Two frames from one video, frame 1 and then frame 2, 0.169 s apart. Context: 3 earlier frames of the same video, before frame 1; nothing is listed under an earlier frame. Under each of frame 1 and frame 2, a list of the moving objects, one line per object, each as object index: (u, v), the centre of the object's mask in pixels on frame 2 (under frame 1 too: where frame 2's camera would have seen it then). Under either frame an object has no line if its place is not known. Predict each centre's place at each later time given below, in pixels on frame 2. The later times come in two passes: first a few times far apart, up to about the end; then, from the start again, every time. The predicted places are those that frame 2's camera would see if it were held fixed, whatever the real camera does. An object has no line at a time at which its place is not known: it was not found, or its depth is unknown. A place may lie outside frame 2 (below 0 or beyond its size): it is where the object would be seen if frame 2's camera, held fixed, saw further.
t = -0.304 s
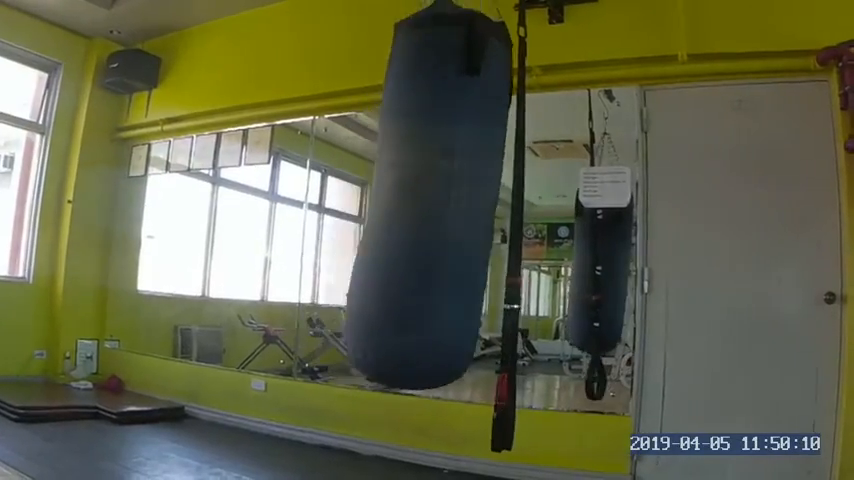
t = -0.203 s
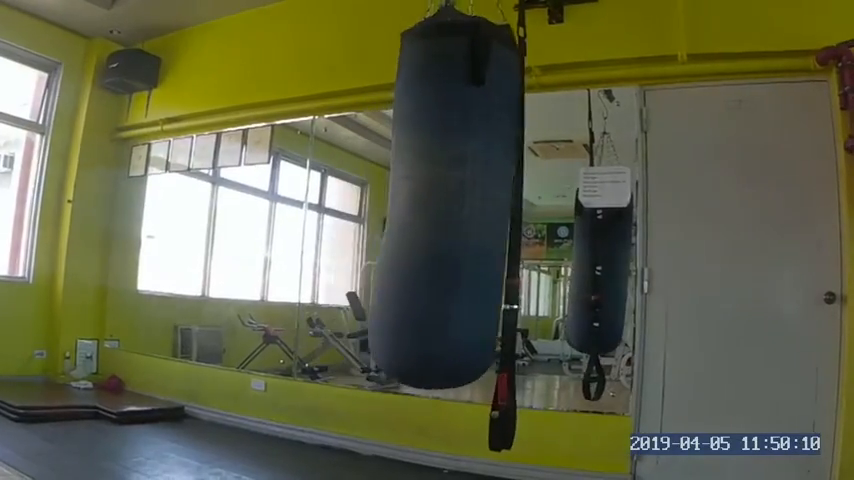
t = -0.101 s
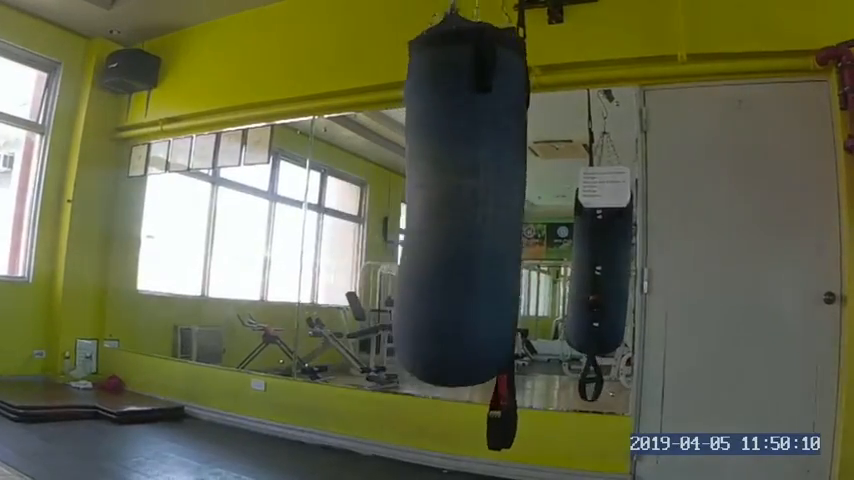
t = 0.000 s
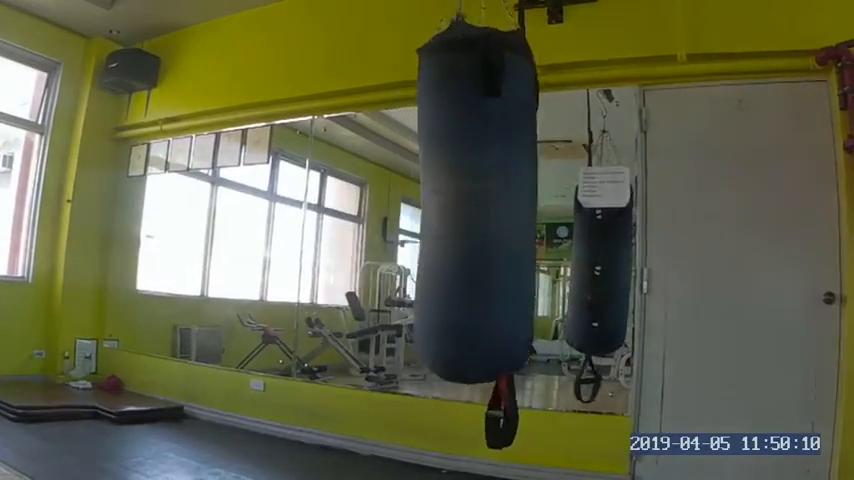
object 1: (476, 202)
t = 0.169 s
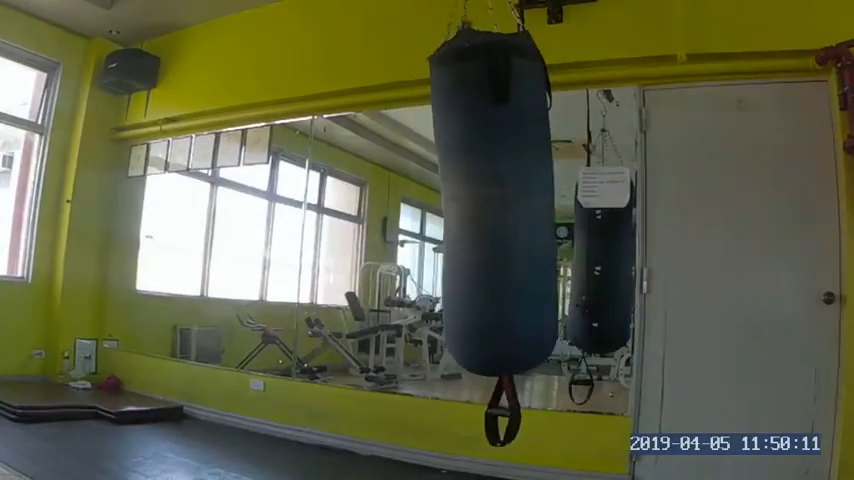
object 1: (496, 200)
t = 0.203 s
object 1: (499, 200)
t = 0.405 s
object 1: (509, 199)
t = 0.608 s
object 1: (507, 200)
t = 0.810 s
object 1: (492, 202)
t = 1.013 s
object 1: (465, 203)
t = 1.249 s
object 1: (425, 196)
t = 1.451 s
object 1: (397, 191)
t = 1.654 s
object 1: (387, 189)
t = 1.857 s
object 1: (399, 192)
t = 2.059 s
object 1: (427, 198)
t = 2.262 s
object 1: (460, 202)
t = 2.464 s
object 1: (489, 202)
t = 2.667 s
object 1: (505, 199)
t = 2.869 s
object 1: (508, 198)
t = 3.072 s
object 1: (500, 200)
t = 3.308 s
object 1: (475, 203)
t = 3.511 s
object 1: (444, 201)
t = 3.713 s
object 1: (413, 195)
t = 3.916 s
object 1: (391, 191)
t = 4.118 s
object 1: (391, 190)
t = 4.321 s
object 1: (410, 195)
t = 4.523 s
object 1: (444, 199)
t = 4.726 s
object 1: (474, 202)
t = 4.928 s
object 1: (497, 202)
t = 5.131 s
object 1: (505, 199)
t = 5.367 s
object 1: (502, 198)
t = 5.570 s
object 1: (486, 202)
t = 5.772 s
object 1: (462, 202)
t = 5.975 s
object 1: (433, 200)
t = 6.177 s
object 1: (408, 194)
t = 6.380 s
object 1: (395, 191)
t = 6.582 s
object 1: (402, 192)
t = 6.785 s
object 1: (426, 196)
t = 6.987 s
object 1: (457, 199)
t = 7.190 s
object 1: (482, 202)
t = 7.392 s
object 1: (497, 201)
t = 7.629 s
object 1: (499, 199)
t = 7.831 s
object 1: (490, 200)
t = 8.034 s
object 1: (474, 201)
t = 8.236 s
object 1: (449, 202)
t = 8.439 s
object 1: (426, 199)
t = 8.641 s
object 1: (409, 194)
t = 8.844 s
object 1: (405, 193)
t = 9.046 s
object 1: (416, 194)
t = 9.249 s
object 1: (443, 198)
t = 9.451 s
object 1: (468, 201)
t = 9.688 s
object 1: (487, 203)
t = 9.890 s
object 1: (492, 201)
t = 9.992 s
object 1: (492, 200)
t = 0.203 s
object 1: (499, 200)
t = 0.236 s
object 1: (502, 200)
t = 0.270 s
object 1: (504, 199)
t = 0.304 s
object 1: (505, 199)
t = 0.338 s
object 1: (507, 198)
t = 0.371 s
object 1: (508, 199)
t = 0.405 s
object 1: (509, 199)
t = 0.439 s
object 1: (509, 200)
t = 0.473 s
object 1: (510, 199)
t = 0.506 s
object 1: (510, 200)
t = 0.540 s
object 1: (509, 199)
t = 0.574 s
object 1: (509, 199)
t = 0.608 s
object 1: (507, 200)
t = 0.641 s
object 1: (506, 200)
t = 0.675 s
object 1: (504, 201)
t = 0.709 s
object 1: (502, 202)
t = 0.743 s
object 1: (499, 202)
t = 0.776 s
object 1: (495, 203)
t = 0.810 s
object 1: (492, 202)
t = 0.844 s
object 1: (488, 203)
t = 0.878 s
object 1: (484, 203)
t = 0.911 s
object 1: (480, 203)
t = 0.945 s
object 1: (476, 203)
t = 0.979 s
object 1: (471, 203)
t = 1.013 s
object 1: (465, 203)
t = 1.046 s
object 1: (459, 202)
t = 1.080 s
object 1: (455, 202)
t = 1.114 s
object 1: (447, 201)
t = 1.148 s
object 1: (442, 200)
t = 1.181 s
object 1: (436, 198)
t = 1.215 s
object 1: (430, 197)
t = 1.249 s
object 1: (425, 196)
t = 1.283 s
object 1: (420, 196)
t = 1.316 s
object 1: (415, 194)
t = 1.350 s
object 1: (409, 194)
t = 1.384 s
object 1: (405, 193)
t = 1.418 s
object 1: (401, 192)
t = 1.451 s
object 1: (397, 191)
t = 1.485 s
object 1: (393, 191)
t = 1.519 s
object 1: (391, 190)
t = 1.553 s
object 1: (388, 189)
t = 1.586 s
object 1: (387, 189)
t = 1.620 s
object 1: (387, 189)
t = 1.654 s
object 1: (387, 189)
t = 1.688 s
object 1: (387, 190)
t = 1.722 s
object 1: (388, 189)
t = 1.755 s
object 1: (390, 191)
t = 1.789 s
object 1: (392, 191)
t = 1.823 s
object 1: (395, 191)
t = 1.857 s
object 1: (399, 192)
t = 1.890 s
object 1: (403, 193)
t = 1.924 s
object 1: (407, 193)
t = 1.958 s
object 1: (412, 194)
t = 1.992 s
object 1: (417, 195)
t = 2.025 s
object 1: (422, 196)
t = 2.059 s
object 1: (427, 198)
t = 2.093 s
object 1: (433, 199)
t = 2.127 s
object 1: (439, 199)
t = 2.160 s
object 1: (444, 200)
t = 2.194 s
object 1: (450, 200)
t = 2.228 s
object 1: (455, 202)
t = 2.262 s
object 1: (460, 202)
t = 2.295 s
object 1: (466, 202)
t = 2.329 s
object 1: (471, 202)
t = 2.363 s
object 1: (476, 202)
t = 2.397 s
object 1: (480, 202)
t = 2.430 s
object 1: (484, 202)
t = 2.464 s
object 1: (489, 202)
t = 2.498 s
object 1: (492, 202)
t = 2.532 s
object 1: (496, 201)
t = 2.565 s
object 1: (498, 200)
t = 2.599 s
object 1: (501, 200)
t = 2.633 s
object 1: (504, 199)
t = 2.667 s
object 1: (505, 199)
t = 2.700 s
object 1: (507, 198)
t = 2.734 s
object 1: (507, 199)
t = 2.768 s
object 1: (509, 198)
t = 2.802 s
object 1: (509, 199)
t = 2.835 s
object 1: (509, 199)
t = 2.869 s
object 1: (508, 198)
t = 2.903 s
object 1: (508, 198)
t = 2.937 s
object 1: (508, 198)
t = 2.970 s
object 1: (506, 198)
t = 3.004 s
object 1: (504, 198)
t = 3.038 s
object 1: (503, 199)
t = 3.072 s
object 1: (500, 200)
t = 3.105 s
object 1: (497, 200)
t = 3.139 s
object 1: (495, 201)
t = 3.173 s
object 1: (491, 201)
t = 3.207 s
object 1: (487, 202)
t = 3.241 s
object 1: (483, 202)
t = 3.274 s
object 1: (480, 203)
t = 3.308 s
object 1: (475, 203)
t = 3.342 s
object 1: (471, 203)
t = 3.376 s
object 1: (466, 203)
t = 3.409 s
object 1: (462, 202)
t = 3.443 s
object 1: (456, 201)
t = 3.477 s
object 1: (450, 201)
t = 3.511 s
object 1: (444, 201)
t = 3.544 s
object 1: (440, 200)
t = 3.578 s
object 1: (433, 199)
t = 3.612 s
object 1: (429, 198)
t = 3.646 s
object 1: (424, 197)
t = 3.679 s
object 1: (418, 196)
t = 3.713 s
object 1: (413, 195)
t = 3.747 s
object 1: (409, 195)
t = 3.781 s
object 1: (405, 193)
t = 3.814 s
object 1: (401, 193)
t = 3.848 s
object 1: (397, 191)
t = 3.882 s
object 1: (394, 191)
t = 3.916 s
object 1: (391, 191)
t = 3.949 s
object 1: (389, 190)
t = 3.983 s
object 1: (389, 189)
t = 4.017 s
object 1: (388, 189)
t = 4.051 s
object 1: (388, 189)
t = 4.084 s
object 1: (389, 189)
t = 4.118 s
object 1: (391, 190)
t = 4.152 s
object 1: (392, 191)
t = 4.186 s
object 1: (395, 191)
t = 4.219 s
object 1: (398, 192)
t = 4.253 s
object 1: (401, 193)
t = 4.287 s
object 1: (405, 193)
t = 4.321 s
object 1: (410, 195)
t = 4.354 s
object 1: (415, 195)
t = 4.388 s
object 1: (420, 196)
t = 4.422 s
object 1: (425, 197)
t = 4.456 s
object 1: (430, 198)
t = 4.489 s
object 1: (437, 198)
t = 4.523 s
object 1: (444, 199)
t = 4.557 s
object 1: (449, 201)
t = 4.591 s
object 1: (454, 201)
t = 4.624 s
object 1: (459, 201)
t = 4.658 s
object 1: (464, 201)
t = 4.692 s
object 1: (469, 202)
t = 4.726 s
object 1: (474, 202)
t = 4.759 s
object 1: (478, 201)
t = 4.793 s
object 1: (482, 202)
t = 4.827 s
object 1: (486, 202)
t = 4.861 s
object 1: (491, 202)
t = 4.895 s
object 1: (493, 202)
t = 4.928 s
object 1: (497, 202)
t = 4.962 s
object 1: (499, 201)
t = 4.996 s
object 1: (501, 201)
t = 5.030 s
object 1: (503, 201)
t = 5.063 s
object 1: (504, 200)
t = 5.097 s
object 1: (505, 199)
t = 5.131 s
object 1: (505, 199)
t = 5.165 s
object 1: (506, 199)
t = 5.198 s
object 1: (506, 199)
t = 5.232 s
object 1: (506, 199)
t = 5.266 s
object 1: (506, 199)
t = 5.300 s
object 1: (505, 198)
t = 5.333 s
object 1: (503, 199)
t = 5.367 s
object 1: (502, 198)
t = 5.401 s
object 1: (500, 199)
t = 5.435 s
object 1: (497, 200)
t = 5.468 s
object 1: (495, 200)
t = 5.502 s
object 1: (492, 200)
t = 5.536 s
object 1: (489, 201)
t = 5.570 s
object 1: (486, 202)
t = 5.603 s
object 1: (482, 202)
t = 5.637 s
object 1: (479, 202)
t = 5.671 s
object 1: (475, 202)
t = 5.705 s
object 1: (471, 203)
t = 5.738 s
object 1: (467, 202)
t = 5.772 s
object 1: (462, 202)
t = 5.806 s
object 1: (456, 203)
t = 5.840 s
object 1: (452, 202)
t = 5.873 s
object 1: (447, 202)
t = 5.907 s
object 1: (443, 201)
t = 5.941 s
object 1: (437, 201)
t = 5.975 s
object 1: (433, 200)
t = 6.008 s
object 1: (428, 199)
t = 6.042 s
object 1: (424, 198)
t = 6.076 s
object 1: (419, 196)
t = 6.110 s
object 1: (415, 196)
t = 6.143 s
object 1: (411, 195)
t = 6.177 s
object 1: (408, 194)
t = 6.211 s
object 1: (404, 193)
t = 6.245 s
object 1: (402, 193)
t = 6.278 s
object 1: (399, 192)
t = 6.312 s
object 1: (398, 192)
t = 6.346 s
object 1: (397, 191)
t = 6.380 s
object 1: (395, 191)
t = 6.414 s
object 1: (394, 192)
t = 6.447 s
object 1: (395, 192)
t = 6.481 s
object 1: (396, 191)
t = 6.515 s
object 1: (397, 191)
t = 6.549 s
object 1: (399, 191)
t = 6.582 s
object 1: (402, 192)
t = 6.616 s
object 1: (404, 193)
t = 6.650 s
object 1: (408, 193)
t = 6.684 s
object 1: (412, 194)
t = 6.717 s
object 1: (416, 195)
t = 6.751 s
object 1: (422, 196)
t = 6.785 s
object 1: (426, 196)
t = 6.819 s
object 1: (431, 196)
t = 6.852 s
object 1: (437, 197)
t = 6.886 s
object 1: (441, 199)
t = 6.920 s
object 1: (447, 199)
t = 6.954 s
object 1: (451, 199)
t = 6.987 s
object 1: (457, 199)
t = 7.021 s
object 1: (461, 200)
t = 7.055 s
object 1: (467, 201)
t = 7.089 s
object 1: (470, 201)
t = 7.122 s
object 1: (475, 201)
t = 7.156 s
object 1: (479, 201)
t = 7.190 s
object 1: (482, 202)
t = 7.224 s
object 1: (486, 202)
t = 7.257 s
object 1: (488, 202)
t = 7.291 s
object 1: (491, 202)
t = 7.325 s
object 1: (493, 201)
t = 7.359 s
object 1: (496, 201)
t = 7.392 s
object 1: (497, 201)
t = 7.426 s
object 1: (499, 200)
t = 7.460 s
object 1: (499, 200)
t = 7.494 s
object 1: (500, 200)
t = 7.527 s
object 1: (500, 200)
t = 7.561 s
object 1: (500, 199)
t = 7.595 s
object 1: (500, 199)
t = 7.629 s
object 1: (499, 199)
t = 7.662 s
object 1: (499, 199)
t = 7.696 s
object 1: (498, 199)
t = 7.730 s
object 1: (497, 199)
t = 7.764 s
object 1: (495, 199)
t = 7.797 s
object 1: (493, 199)
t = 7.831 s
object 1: (490, 200)
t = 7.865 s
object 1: (488, 199)
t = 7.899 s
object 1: (485, 200)
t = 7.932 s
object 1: (483, 200)
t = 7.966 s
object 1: (480, 201)
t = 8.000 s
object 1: (477, 201)
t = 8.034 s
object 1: (474, 201)
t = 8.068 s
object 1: (471, 201)
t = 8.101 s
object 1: (466, 202)
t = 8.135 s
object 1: (462, 202)
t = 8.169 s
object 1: (458, 202)
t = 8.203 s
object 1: (454, 202)
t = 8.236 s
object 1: (449, 202)
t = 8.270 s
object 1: (445, 202)
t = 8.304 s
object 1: (442, 201)
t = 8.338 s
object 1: (438, 200)
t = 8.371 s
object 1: (434, 200)
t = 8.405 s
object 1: (430, 200)
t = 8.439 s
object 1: (426, 199)
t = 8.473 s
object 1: (424, 198)
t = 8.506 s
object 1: (420, 197)
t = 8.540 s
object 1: (416, 196)
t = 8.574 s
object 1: (414, 195)
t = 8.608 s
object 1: (411, 194)
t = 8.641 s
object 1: (409, 194)
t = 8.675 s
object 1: (408, 193)
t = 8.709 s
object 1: (407, 194)
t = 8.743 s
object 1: (406, 193)
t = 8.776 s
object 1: (405, 193)
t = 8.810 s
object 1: (405, 193)
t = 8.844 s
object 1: (405, 193)
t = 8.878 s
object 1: (406, 193)
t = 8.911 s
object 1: (407, 193)
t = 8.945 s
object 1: (409, 193)
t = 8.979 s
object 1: (411, 194)
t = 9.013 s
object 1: (414, 194)
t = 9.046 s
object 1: (416, 194)
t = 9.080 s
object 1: (421, 195)
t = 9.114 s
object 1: (424, 197)
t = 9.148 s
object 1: (429, 196)
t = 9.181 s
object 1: (434, 197)
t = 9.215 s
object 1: (438, 197)
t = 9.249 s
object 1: (443, 198)
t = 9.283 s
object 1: (447, 198)
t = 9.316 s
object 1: (451, 198)
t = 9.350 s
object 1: (455, 198)
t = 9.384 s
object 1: (460, 199)
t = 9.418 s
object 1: (463, 200)
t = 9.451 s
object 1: (468, 201)
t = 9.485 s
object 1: (472, 201)
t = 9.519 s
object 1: (475, 201)
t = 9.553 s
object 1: (478, 202)
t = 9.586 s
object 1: (481, 203)
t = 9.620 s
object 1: (483, 202)
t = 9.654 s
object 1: (485, 203)
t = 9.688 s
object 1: (487, 203)
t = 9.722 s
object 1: (489, 203)
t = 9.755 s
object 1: (490, 202)
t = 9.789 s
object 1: (491, 202)
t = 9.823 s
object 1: (491, 202)
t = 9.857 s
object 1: (492, 201)
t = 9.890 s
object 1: (492, 201)
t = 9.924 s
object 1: (493, 201)
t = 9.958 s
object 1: (492, 201)
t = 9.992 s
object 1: (492, 200)
